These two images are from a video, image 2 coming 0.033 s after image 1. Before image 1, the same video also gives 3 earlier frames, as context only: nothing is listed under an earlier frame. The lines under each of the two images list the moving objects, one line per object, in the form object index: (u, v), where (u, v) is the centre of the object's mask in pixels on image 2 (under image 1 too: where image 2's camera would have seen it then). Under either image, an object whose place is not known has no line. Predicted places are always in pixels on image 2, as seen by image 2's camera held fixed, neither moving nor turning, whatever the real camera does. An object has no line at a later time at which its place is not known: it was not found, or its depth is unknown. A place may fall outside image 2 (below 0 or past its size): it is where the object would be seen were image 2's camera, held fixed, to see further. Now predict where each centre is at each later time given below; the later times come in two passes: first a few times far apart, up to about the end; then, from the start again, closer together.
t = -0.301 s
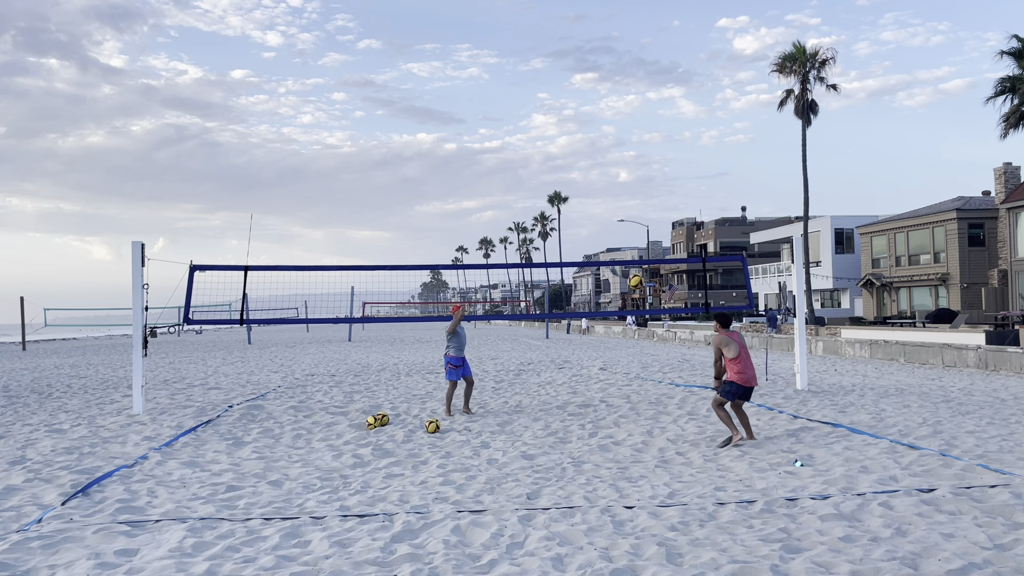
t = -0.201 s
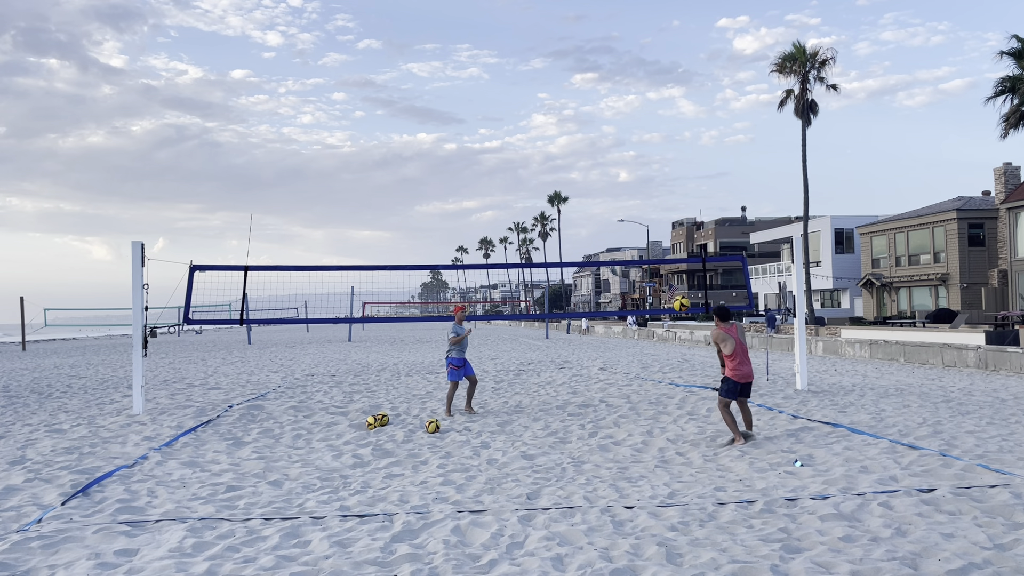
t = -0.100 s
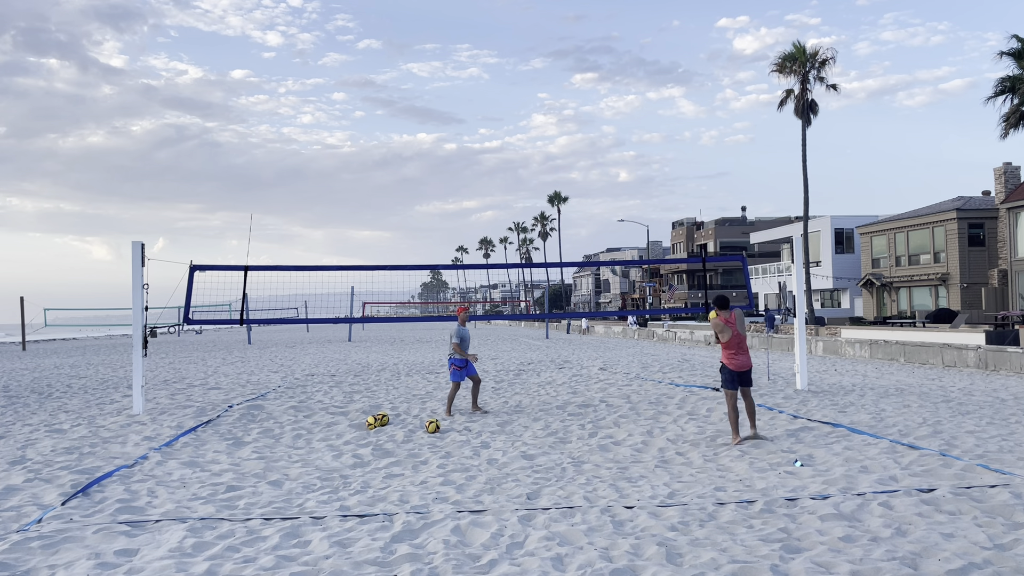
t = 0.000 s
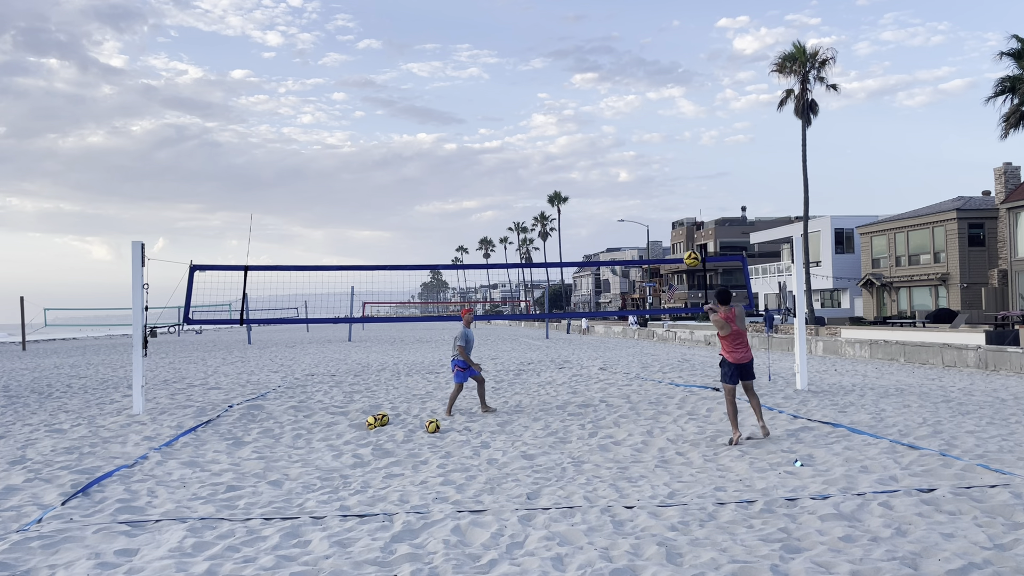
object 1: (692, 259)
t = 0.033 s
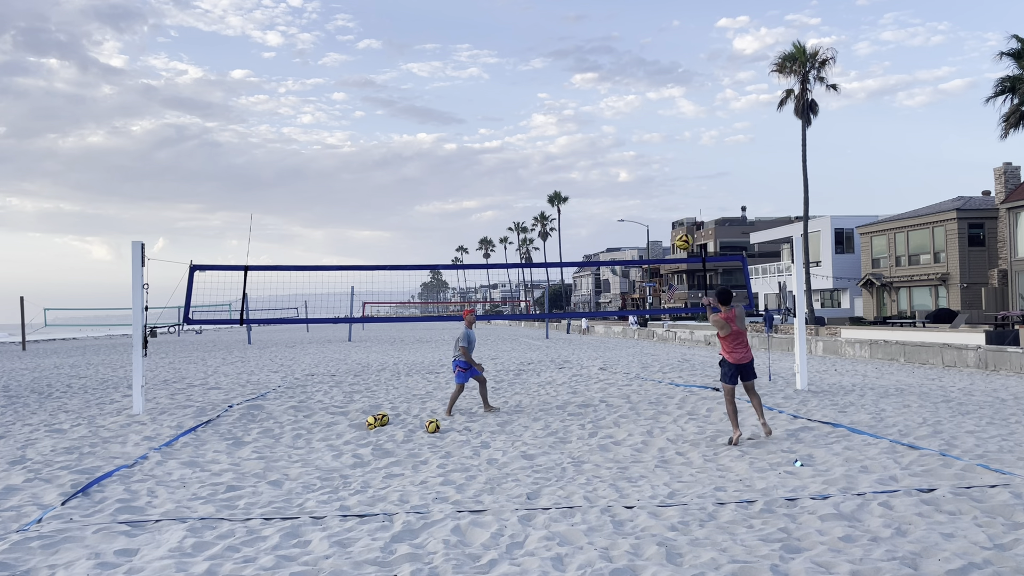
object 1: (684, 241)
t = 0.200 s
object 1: (647, 173)
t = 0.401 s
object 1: (610, 125)
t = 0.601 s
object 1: (576, 110)
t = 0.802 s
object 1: (546, 123)
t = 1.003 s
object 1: (520, 160)
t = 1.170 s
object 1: (500, 207)
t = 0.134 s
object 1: (661, 197)
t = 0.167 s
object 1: (654, 185)
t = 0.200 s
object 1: (647, 173)
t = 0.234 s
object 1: (641, 163)
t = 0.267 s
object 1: (634, 153)
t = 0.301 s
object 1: (628, 145)
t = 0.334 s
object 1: (622, 138)
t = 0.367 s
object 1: (615, 131)
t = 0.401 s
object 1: (610, 125)
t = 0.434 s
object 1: (604, 121)
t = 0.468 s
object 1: (598, 117)
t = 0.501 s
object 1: (592, 114)
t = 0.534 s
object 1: (587, 112)
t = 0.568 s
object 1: (581, 110)
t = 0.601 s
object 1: (576, 110)
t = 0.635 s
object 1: (571, 110)
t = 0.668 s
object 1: (566, 111)
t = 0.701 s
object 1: (561, 113)
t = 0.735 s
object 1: (556, 115)
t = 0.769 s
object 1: (551, 119)
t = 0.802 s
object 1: (546, 123)
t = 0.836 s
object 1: (542, 127)
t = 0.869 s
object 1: (537, 132)
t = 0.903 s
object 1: (533, 138)
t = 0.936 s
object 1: (528, 145)
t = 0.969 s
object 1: (524, 152)
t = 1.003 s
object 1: (520, 160)
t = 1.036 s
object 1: (516, 168)
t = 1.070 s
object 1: (512, 177)
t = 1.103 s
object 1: (508, 186)
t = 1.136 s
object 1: (504, 197)
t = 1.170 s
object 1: (500, 207)
